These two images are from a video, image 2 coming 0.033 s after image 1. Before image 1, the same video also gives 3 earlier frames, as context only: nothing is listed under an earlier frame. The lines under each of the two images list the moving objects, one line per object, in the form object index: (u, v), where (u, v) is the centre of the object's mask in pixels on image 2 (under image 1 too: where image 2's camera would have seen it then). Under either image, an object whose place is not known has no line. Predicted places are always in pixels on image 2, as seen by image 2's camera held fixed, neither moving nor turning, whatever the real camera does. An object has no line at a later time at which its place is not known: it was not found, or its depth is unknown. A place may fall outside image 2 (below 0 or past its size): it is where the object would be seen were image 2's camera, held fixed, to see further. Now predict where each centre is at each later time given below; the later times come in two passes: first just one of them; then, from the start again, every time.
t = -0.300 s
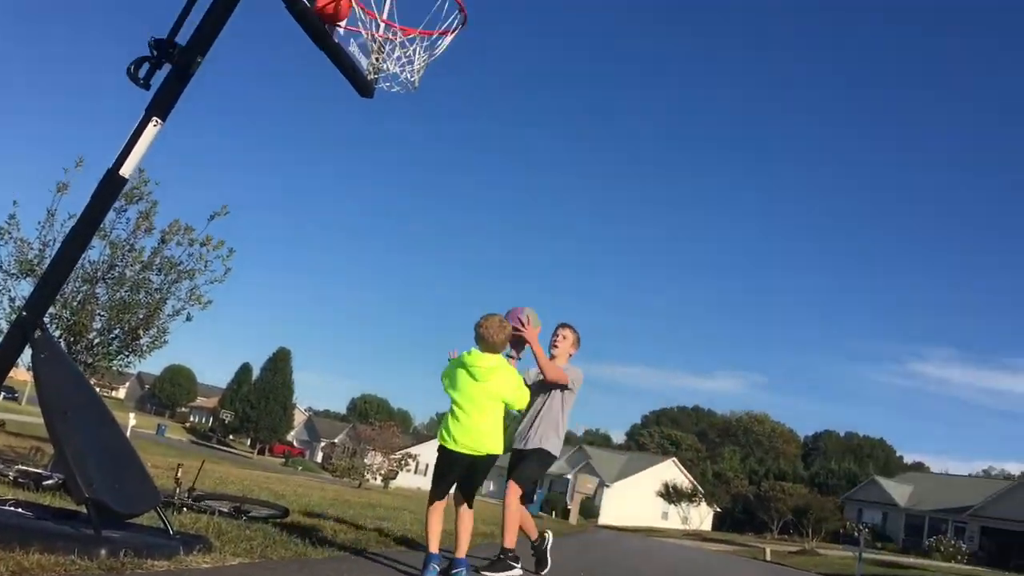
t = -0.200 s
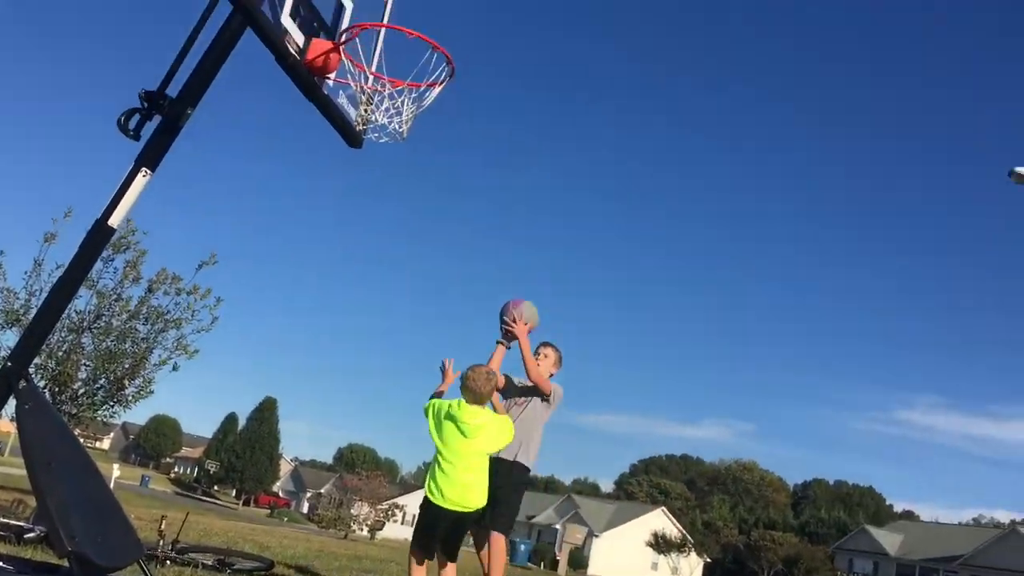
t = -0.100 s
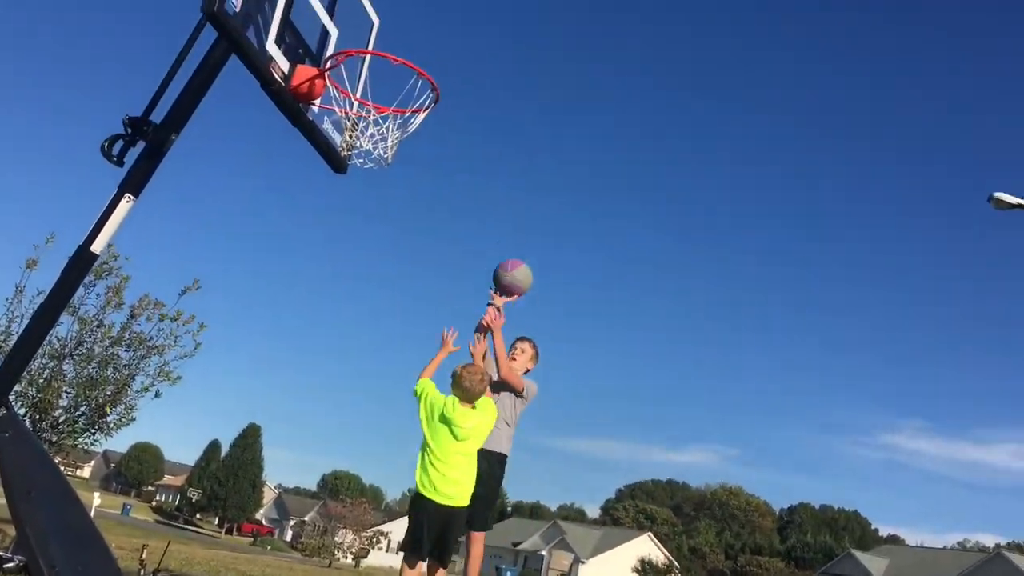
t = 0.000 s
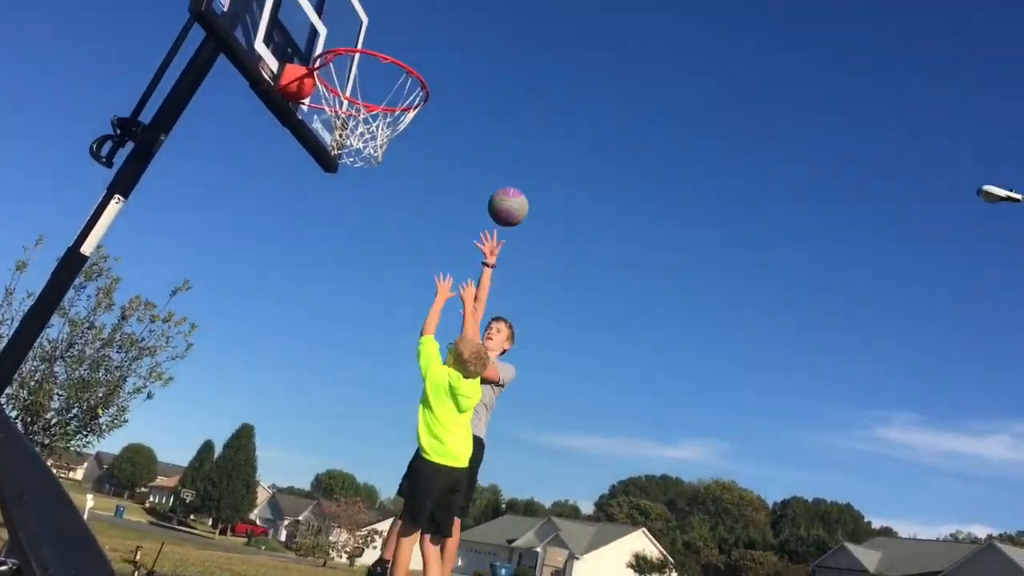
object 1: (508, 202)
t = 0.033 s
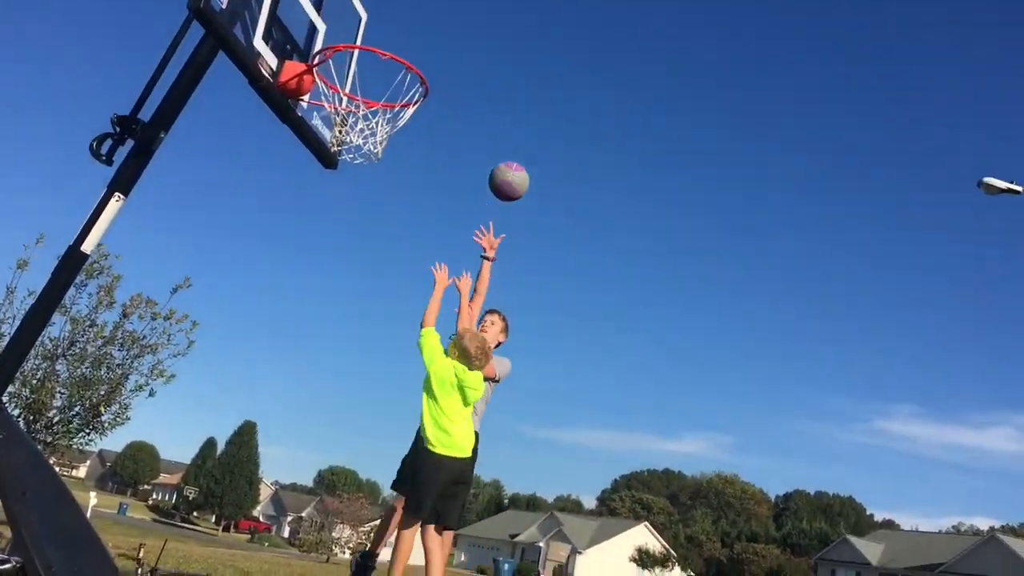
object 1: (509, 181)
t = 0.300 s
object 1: (502, 67)
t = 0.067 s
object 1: (508, 163)
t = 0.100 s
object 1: (509, 145)
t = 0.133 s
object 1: (509, 128)
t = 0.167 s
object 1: (508, 113)
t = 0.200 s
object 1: (507, 99)
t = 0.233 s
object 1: (505, 87)
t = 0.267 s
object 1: (504, 76)
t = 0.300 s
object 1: (502, 67)
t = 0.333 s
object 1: (499, 60)
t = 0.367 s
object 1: (496, 53)
